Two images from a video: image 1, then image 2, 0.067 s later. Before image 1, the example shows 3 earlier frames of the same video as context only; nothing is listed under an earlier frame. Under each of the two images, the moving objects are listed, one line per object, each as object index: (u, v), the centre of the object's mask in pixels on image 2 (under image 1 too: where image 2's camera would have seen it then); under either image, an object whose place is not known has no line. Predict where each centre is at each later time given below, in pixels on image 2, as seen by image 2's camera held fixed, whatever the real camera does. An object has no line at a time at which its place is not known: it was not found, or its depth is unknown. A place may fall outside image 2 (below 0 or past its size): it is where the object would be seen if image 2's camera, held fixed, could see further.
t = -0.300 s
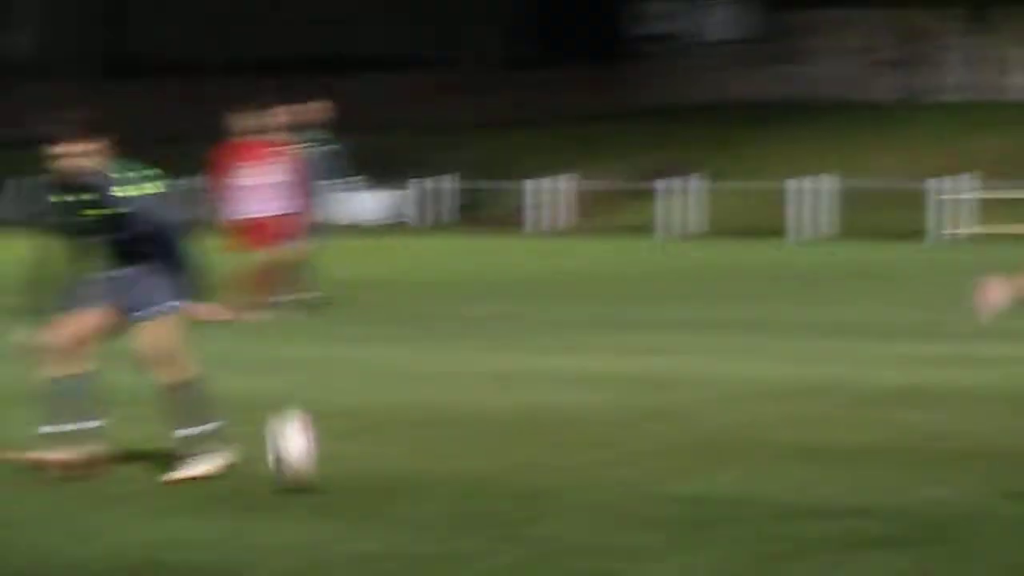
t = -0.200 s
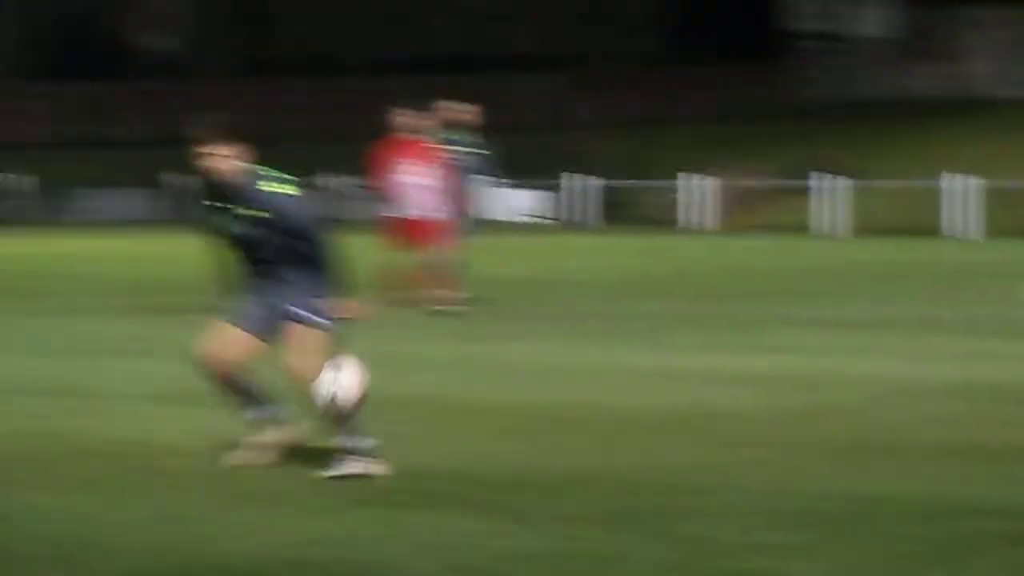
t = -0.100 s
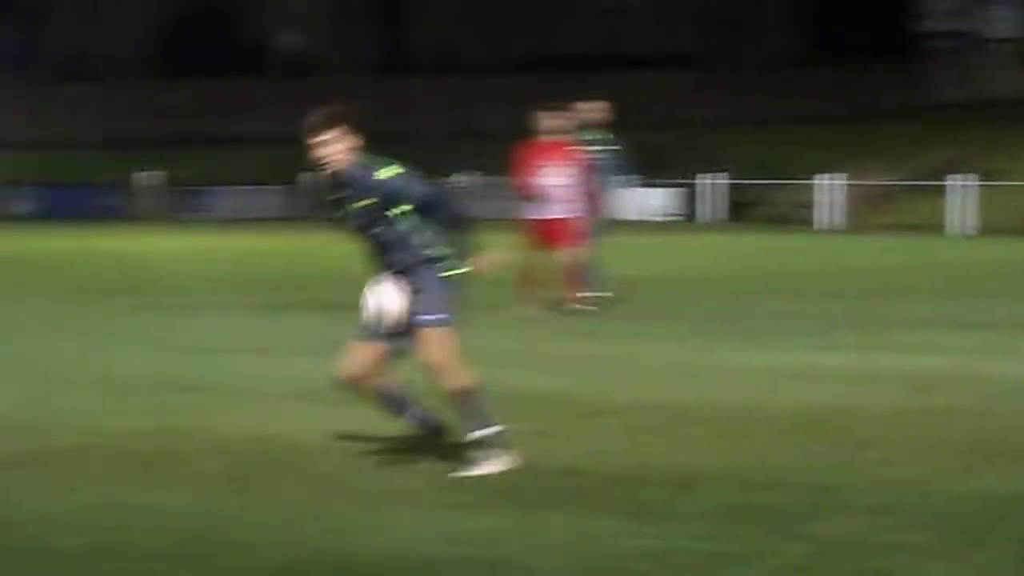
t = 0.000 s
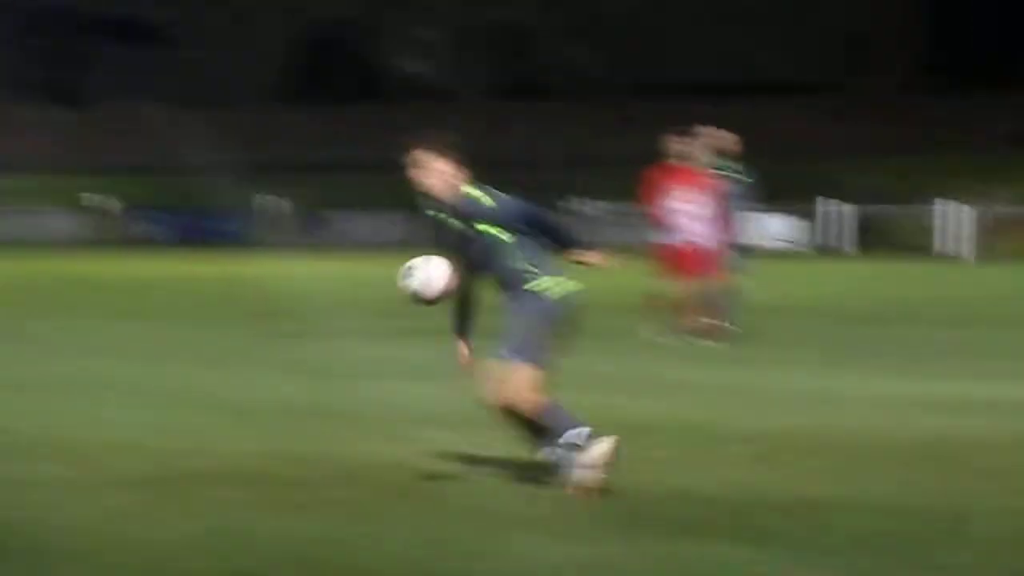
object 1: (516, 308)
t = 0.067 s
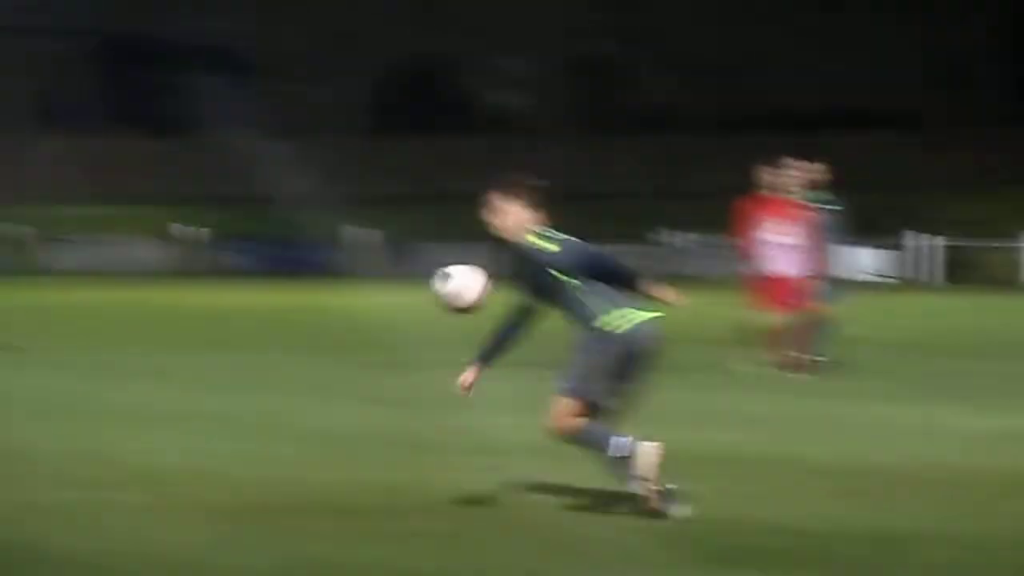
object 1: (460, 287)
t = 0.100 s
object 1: (438, 283)
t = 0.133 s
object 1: (416, 279)
